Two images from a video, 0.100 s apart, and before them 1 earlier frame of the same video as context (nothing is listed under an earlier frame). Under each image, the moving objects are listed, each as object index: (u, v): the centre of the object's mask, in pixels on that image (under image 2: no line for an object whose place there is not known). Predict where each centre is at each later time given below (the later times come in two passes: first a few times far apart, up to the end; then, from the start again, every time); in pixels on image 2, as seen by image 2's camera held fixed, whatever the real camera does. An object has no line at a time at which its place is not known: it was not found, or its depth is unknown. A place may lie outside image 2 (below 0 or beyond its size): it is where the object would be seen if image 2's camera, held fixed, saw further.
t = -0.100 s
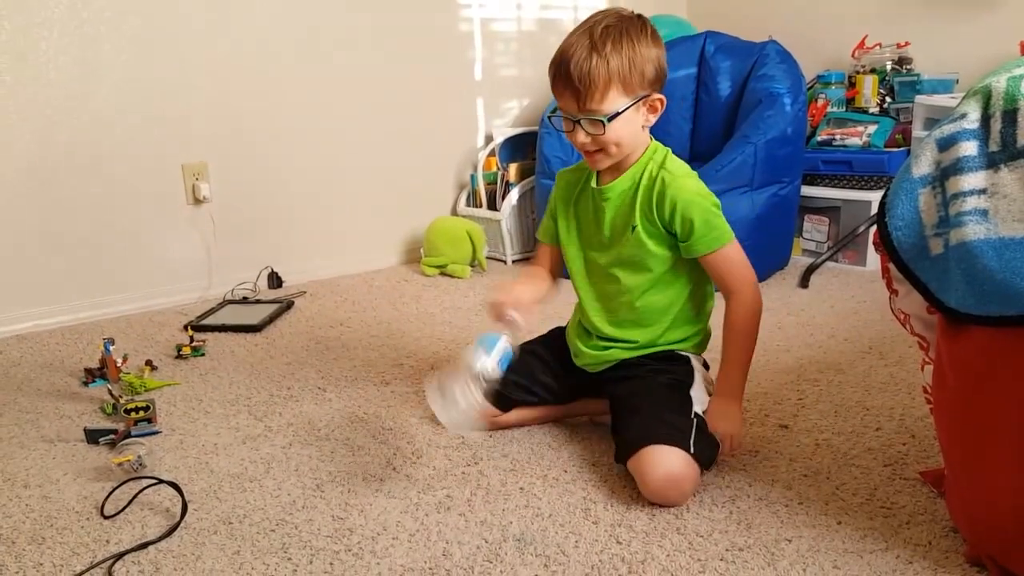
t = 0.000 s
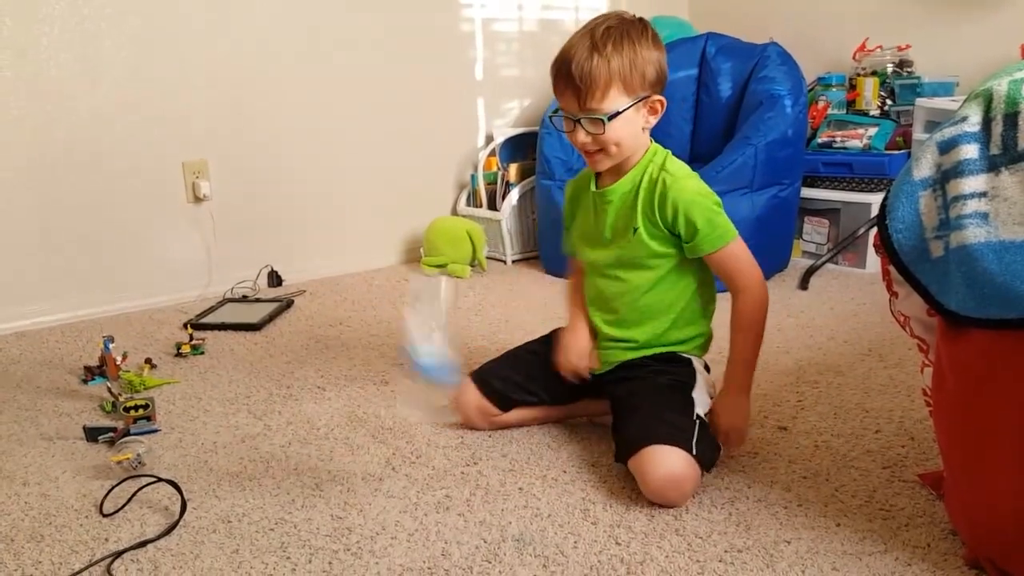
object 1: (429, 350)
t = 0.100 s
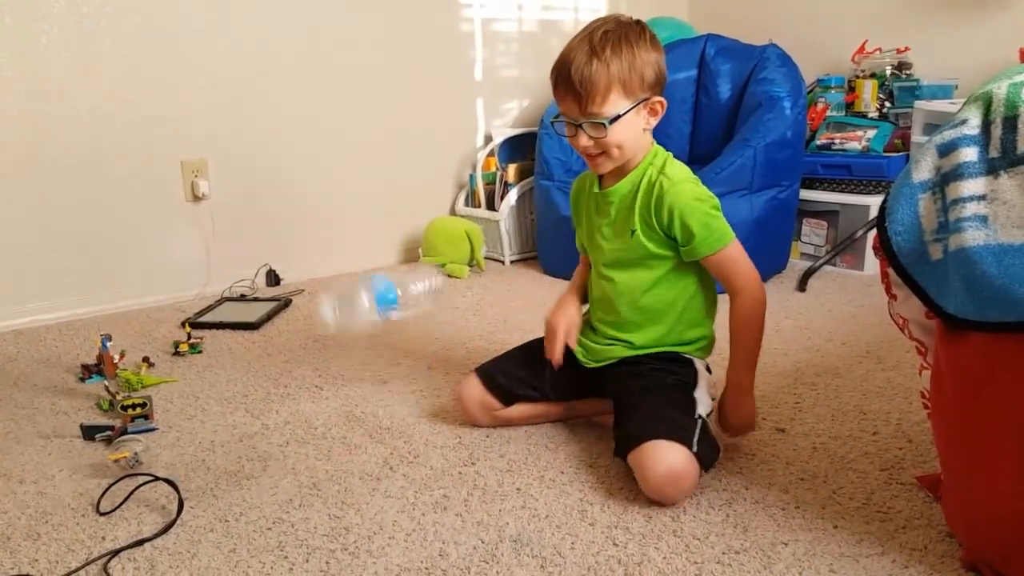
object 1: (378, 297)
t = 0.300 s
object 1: (351, 447)
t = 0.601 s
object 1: (356, 493)
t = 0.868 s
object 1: (355, 493)
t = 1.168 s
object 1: (355, 494)
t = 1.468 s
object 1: (355, 494)
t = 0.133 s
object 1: (377, 301)
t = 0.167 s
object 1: (376, 317)
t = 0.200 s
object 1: (370, 337)
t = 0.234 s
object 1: (362, 367)
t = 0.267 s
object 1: (357, 404)
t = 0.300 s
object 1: (351, 447)
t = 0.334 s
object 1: (347, 497)
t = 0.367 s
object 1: (345, 498)
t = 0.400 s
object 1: (345, 498)
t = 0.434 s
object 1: (350, 494)
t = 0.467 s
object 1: (351, 495)
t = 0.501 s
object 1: (353, 494)
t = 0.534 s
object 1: (355, 492)
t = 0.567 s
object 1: (356, 493)
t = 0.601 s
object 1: (356, 493)
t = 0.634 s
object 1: (355, 493)
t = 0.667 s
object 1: (354, 493)
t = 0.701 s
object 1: (353, 493)
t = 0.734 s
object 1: (354, 493)
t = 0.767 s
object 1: (355, 493)
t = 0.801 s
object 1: (355, 493)
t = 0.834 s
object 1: (355, 493)
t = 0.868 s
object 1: (355, 493)
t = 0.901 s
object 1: (355, 494)
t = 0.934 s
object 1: (355, 494)
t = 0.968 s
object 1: (355, 494)
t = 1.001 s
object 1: (355, 494)
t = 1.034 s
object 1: (355, 494)
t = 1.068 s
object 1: (355, 494)
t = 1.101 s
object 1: (355, 494)
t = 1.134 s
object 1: (355, 494)
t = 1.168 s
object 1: (355, 494)
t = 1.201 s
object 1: (355, 494)
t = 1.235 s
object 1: (355, 494)
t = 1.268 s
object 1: (355, 494)
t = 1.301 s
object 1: (355, 494)
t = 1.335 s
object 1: (355, 494)
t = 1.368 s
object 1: (355, 494)
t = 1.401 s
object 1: (355, 494)
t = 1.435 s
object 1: (355, 494)
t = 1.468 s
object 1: (355, 494)
